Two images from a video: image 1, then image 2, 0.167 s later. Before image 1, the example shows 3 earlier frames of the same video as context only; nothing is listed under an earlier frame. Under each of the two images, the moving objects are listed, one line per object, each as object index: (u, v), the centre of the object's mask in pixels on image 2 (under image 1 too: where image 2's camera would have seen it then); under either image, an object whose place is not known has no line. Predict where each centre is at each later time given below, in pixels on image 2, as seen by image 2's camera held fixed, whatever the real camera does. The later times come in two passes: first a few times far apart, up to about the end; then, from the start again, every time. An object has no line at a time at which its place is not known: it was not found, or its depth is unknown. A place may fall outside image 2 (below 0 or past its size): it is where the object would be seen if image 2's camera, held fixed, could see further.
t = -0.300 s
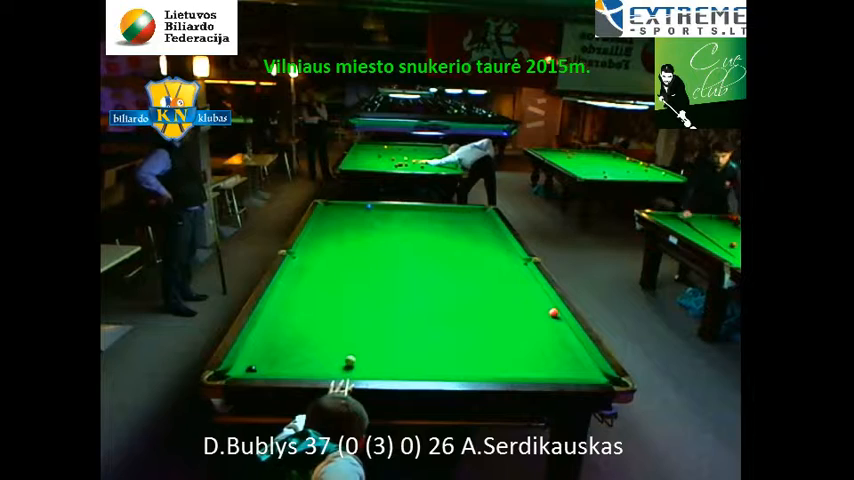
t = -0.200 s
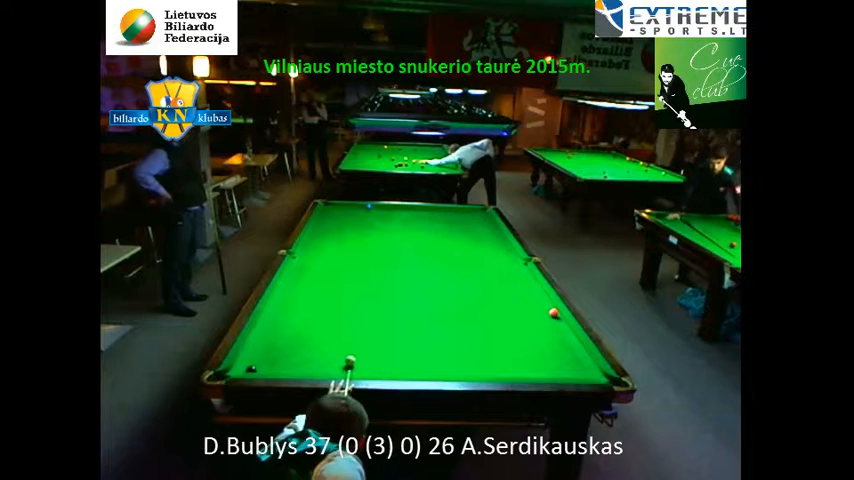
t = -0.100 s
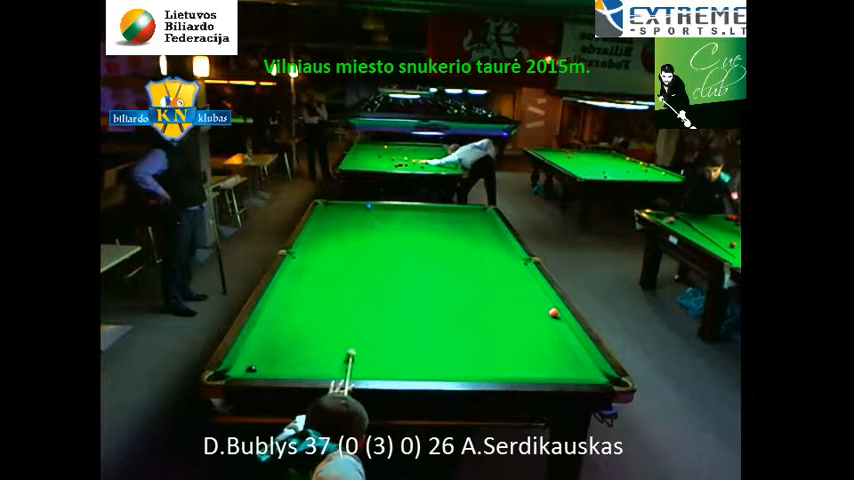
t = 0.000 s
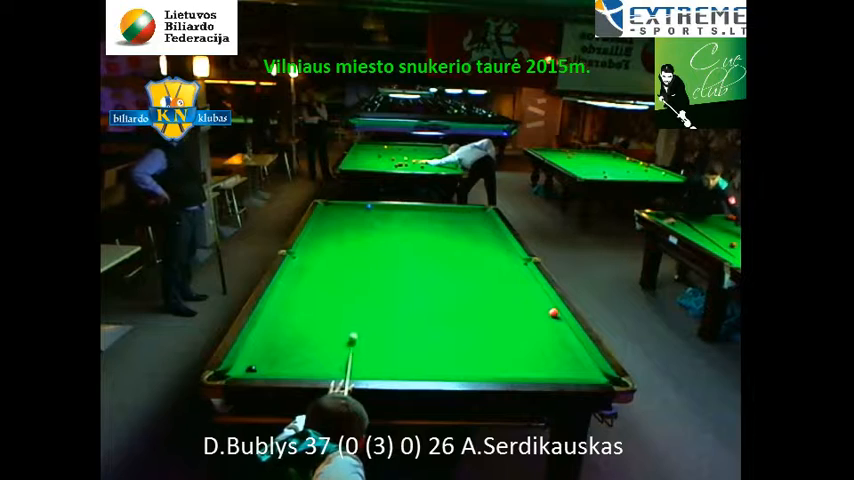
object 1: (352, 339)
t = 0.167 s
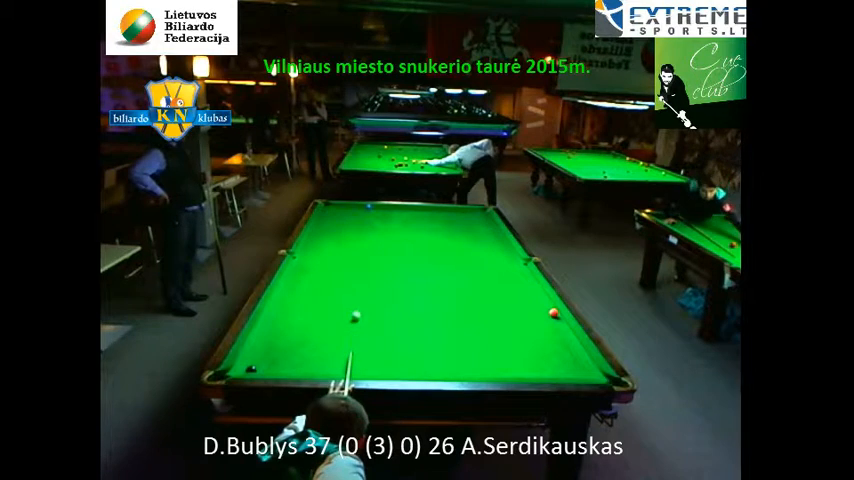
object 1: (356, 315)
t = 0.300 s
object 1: (357, 300)
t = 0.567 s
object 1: (361, 276)
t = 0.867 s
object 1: (363, 254)
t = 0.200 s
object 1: (356, 312)
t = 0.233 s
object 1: (356, 308)
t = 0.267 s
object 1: (357, 304)
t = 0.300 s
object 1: (357, 300)
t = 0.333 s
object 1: (358, 297)
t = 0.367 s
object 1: (358, 294)
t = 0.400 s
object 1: (359, 290)
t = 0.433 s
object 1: (359, 288)
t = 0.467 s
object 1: (360, 284)
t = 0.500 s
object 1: (360, 281)
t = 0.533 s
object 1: (360, 278)
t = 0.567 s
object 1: (361, 276)
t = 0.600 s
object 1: (361, 273)
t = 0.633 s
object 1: (361, 270)
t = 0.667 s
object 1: (362, 268)
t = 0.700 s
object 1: (362, 265)
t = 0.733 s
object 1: (363, 263)
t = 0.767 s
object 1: (362, 261)
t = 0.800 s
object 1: (363, 259)
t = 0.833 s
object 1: (363, 256)
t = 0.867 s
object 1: (363, 254)
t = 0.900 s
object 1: (364, 252)
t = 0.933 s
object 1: (364, 250)
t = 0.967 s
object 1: (364, 248)
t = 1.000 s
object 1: (364, 246)
